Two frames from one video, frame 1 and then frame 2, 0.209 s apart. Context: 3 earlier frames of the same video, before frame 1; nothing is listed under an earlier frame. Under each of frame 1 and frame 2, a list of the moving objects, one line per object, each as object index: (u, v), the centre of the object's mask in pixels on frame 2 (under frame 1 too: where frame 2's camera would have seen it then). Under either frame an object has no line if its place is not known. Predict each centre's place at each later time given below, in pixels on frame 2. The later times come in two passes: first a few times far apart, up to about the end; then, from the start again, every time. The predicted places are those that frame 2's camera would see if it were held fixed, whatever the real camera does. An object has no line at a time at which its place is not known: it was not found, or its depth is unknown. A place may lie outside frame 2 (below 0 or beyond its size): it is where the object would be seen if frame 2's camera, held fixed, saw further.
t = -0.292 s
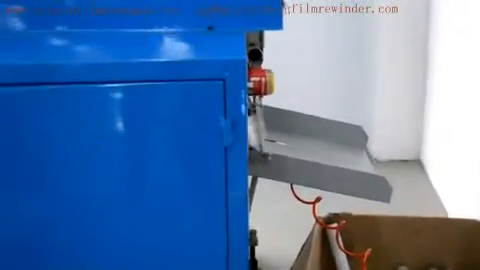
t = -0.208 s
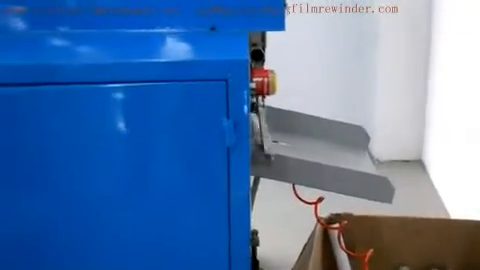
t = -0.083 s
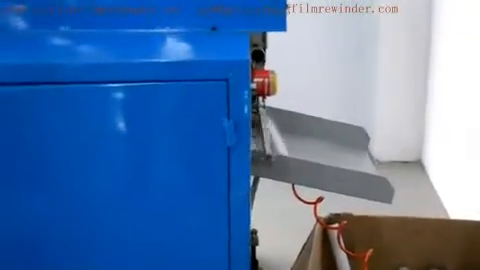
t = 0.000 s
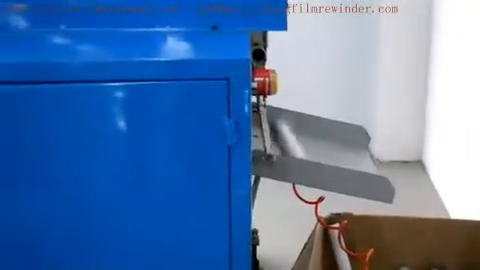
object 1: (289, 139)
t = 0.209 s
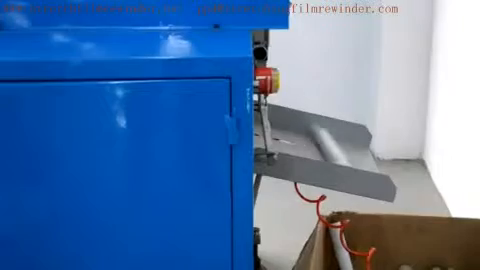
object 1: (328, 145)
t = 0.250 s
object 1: (338, 148)
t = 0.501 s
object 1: (391, 165)
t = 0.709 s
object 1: (421, 243)
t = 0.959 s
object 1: (414, 257)
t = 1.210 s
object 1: (414, 257)
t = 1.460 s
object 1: (412, 254)
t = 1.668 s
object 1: (411, 253)
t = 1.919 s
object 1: (411, 252)
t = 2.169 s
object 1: (409, 249)
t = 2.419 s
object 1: (407, 245)
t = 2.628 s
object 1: (406, 243)
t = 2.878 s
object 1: (405, 243)
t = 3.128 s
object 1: (405, 243)
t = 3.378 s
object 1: (405, 242)
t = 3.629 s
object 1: (405, 241)
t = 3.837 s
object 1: (405, 241)
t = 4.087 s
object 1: (405, 242)
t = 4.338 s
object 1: (405, 242)
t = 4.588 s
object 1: (405, 243)
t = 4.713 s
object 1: (406, 243)
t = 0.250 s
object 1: (338, 148)
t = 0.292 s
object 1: (346, 150)
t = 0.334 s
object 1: (355, 152)
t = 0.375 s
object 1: (363, 154)
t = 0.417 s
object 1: (372, 157)
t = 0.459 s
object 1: (382, 161)
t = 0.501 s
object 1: (391, 165)
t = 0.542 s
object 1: (399, 173)
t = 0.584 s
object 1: (405, 184)
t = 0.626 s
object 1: (415, 208)
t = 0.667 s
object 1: (419, 225)
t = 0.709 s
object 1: (421, 243)
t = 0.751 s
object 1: (419, 249)
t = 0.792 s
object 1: (416, 253)
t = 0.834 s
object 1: (414, 254)
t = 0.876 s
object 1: (413, 256)
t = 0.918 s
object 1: (414, 256)
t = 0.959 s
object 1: (414, 257)
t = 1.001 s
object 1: (414, 257)
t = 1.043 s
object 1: (414, 257)
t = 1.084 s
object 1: (414, 257)
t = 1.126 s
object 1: (414, 257)
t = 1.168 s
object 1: (414, 257)
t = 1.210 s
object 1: (414, 257)
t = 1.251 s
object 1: (414, 256)
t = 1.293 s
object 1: (413, 256)
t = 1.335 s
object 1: (413, 255)
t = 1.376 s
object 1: (413, 255)
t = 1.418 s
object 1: (412, 254)
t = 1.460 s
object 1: (412, 254)
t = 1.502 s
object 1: (412, 253)
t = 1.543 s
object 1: (411, 253)
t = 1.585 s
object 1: (412, 253)
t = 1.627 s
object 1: (411, 253)
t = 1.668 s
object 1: (411, 253)
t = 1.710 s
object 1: (411, 252)
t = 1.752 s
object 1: (411, 252)
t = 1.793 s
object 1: (411, 252)
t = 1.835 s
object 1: (411, 252)
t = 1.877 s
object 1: (411, 252)
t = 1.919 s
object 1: (411, 252)
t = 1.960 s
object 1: (411, 252)
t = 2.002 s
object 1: (410, 251)
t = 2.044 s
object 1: (410, 251)
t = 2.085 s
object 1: (410, 250)
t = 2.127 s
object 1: (409, 250)
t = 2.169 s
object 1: (409, 249)
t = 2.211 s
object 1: (408, 248)
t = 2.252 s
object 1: (408, 248)
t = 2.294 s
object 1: (408, 247)
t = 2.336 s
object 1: (407, 246)
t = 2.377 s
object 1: (407, 246)
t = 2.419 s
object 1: (407, 245)
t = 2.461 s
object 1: (406, 244)
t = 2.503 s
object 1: (406, 244)
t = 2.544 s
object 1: (406, 243)
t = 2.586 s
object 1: (406, 243)
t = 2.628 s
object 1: (406, 243)
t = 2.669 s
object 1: (406, 243)
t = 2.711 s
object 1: (406, 243)
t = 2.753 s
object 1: (406, 243)
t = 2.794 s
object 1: (406, 243)
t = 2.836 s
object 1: (405, 243)
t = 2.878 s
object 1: (405, 243)
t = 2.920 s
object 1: (405, 243)
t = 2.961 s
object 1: (405, 243)
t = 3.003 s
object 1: (405, 243)
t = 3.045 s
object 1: (405, 243)
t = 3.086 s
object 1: (405, 243)
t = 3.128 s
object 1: (405, 243)
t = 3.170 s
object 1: (405, 243)
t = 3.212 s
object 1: (405, 242)
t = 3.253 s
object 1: (405, 242)
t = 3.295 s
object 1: (405, 242)
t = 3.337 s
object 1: (405, 242)
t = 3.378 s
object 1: (405, 242)
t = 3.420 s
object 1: (404, 241)
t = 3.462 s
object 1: (405, 241)
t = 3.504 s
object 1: (404, 241)
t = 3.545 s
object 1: (405, 241)
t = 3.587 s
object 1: (404, 241)
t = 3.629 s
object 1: (405, 241)
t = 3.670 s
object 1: (405, 241)
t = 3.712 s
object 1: (405, 241)
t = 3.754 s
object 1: (405, 241)
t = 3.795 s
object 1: (405, 241)
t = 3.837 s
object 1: (405, 241)
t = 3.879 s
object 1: (405, 241)
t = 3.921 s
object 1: (405, 242)
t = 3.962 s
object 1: (405, 242)
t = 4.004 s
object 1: (405, 242)
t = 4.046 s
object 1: (405, 242)
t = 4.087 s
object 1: (405, 242)
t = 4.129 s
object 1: (405, 242)
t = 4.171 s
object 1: (405, 242)
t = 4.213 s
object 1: (405, 242)
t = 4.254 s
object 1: (405, 242)
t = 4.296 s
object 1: (405, 242)
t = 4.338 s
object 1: (405, 242)
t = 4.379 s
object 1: (405, 242)
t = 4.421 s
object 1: (405, 242)
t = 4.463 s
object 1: (405, 242)
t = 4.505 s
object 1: (405, 243)
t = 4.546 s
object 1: (405, 242)
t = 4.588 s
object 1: (405, 243)
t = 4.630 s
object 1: (406, 243)
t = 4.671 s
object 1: (406, 243)
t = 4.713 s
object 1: (406, 243)
